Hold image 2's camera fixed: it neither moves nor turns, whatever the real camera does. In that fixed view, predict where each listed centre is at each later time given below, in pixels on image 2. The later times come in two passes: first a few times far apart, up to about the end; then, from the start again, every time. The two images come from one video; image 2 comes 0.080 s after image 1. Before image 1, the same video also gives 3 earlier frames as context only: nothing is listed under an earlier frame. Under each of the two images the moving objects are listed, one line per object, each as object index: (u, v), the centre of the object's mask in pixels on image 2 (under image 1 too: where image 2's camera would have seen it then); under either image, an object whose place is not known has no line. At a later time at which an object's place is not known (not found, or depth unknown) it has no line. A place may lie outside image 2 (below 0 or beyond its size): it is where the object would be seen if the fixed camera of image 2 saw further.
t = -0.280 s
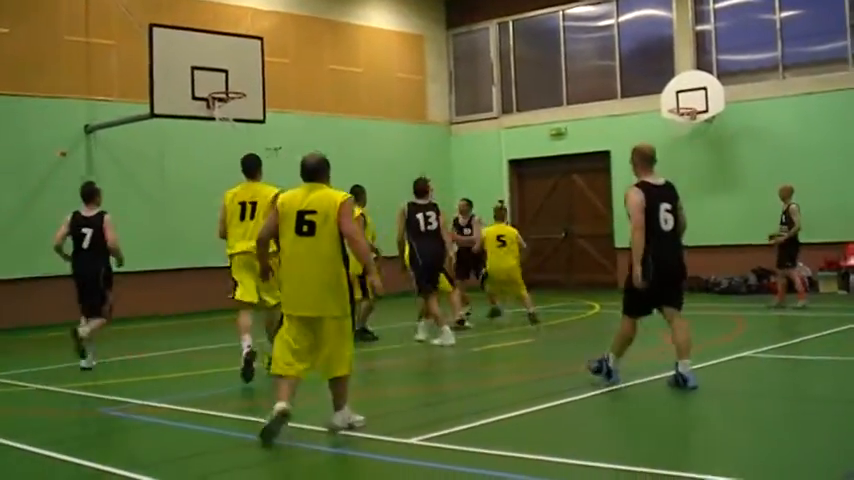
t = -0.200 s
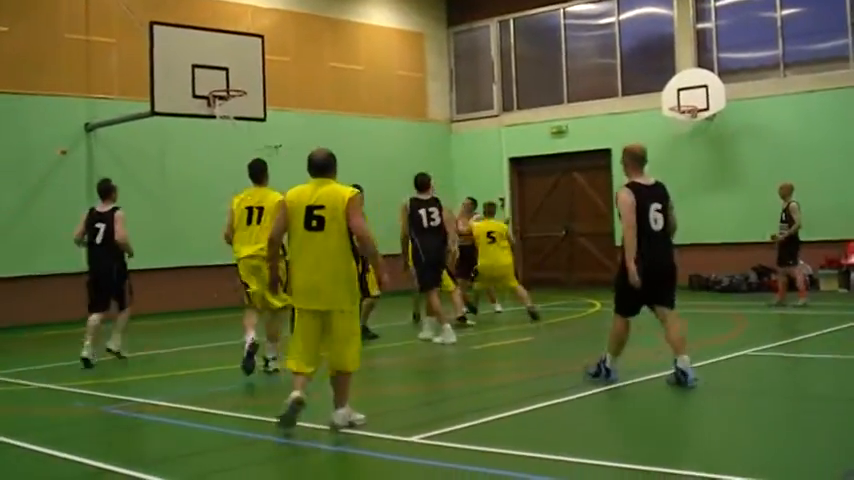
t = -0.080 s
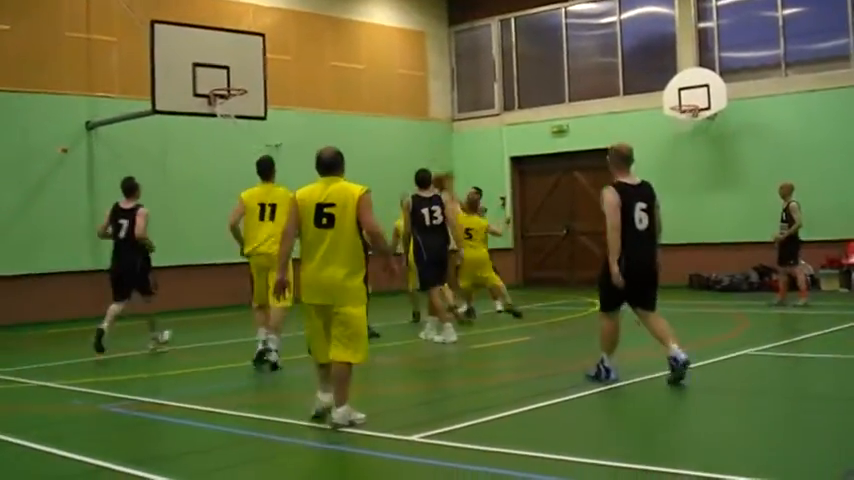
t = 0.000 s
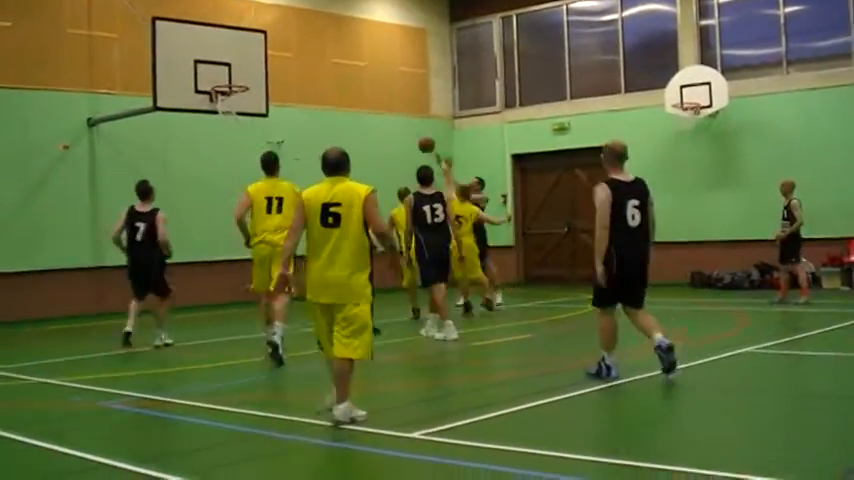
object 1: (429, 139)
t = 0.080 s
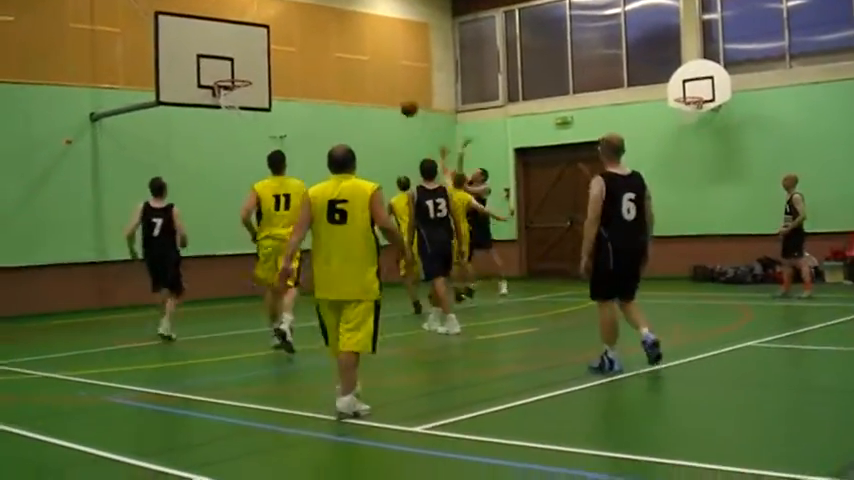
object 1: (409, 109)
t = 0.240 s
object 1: (368, 61)
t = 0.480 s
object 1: (309, 23)
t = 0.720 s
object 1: (249, 26)
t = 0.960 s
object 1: (199, 67)
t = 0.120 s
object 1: (398, 95)
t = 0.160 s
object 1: (388, 82)
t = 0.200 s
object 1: (378, 71)
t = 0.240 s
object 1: (368, 61)
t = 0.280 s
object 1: (358, 51)
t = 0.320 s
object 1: (349, 44)
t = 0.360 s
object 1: (339, 37)
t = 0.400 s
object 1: (329, 31)
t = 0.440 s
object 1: (319, 27)
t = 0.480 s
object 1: (309, 23)
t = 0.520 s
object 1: (299, 20)
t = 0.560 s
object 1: (289, 19)
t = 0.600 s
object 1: (279, 19)
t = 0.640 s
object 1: (269, 20)
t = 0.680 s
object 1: (259, 22)
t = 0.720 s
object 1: (249, 26)
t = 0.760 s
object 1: (240, 30)
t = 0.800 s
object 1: (229, 36)
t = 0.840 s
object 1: (219, 43)
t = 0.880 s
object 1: (209, 52)
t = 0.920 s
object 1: (201, 60)
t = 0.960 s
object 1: (199, 67)
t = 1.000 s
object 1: (197, 74)
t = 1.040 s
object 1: (194, 82)
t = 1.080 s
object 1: (192, 92)
